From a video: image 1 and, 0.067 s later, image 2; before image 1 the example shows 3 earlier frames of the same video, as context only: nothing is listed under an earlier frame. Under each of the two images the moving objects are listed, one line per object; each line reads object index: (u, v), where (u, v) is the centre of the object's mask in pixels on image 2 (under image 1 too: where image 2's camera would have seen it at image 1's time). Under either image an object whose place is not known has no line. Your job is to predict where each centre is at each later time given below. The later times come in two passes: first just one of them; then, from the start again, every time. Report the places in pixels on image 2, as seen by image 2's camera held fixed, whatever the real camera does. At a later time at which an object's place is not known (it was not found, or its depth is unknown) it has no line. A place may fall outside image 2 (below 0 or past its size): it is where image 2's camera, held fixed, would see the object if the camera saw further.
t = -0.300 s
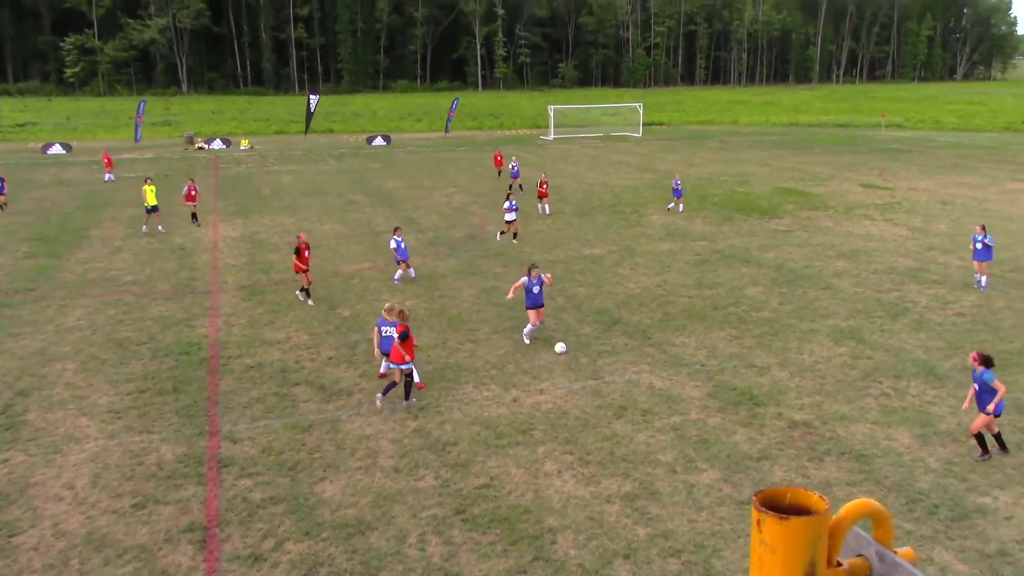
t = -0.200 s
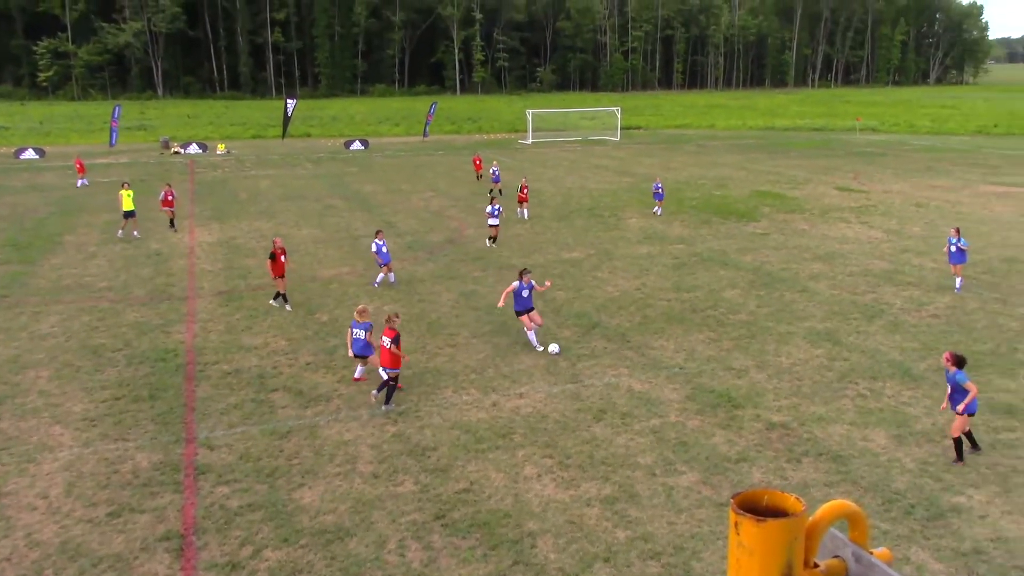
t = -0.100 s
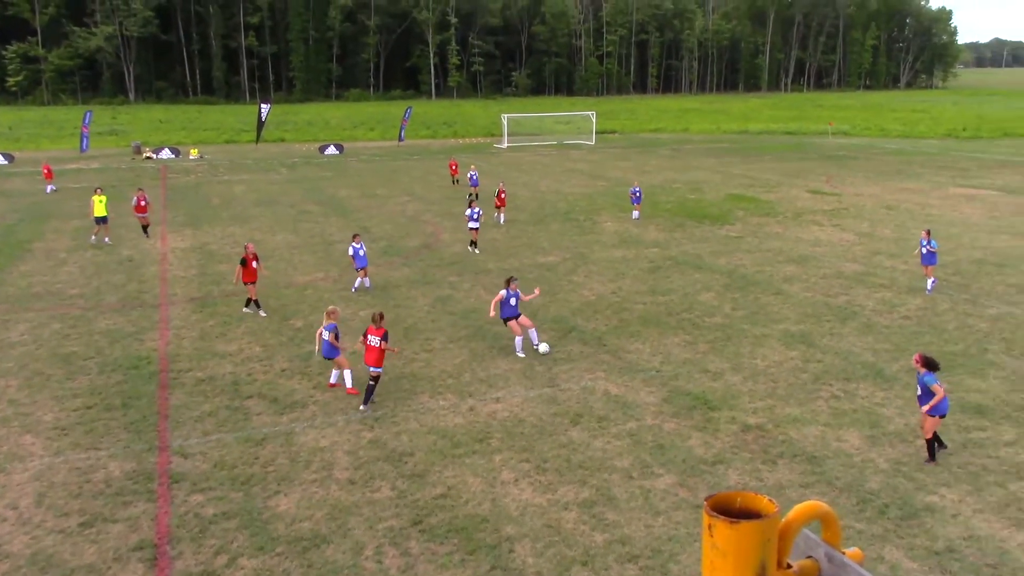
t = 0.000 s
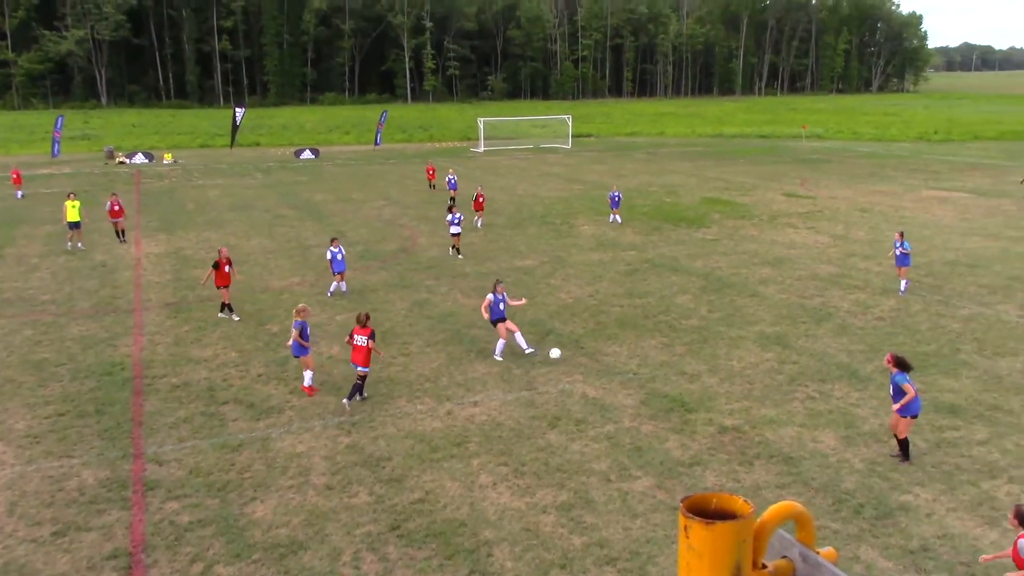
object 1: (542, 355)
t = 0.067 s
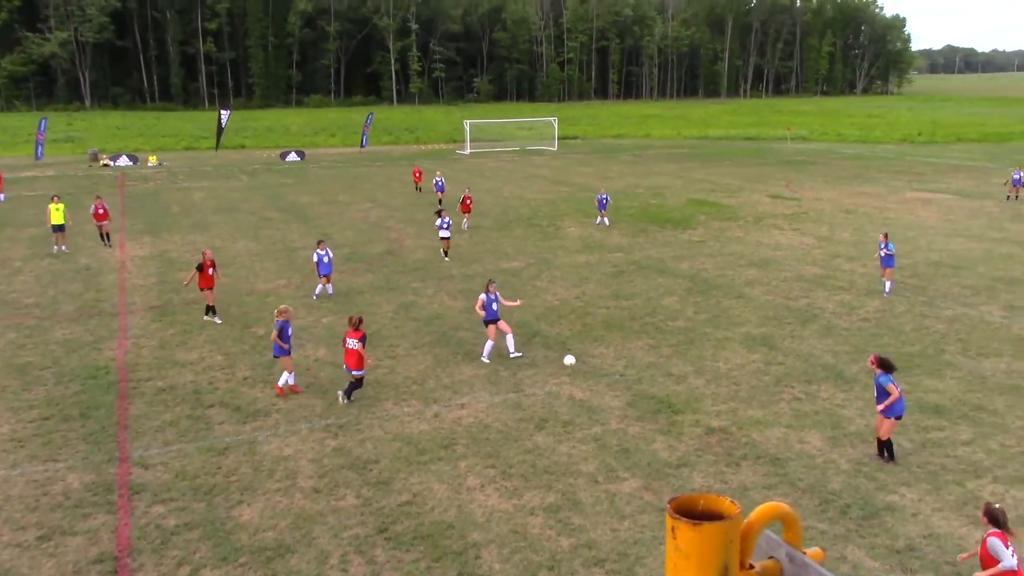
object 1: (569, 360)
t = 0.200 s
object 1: (627, 379)
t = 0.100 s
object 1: (583, 364)
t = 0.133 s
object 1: (598, 368)
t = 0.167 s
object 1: (612, 373)
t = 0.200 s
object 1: (627, 379)
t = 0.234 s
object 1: (643, 385)
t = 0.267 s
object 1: (658, 392)
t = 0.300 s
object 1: (673, 398)
